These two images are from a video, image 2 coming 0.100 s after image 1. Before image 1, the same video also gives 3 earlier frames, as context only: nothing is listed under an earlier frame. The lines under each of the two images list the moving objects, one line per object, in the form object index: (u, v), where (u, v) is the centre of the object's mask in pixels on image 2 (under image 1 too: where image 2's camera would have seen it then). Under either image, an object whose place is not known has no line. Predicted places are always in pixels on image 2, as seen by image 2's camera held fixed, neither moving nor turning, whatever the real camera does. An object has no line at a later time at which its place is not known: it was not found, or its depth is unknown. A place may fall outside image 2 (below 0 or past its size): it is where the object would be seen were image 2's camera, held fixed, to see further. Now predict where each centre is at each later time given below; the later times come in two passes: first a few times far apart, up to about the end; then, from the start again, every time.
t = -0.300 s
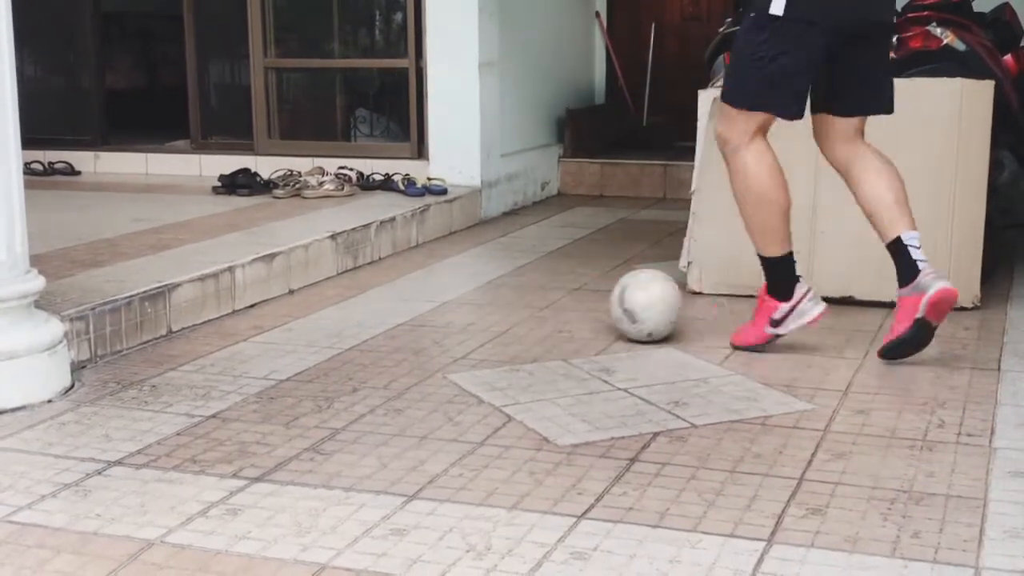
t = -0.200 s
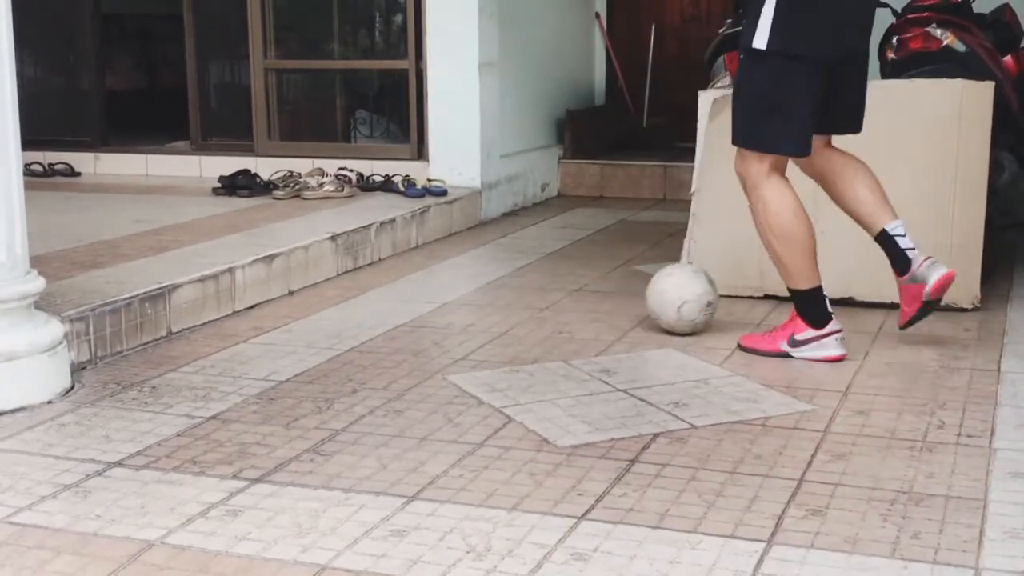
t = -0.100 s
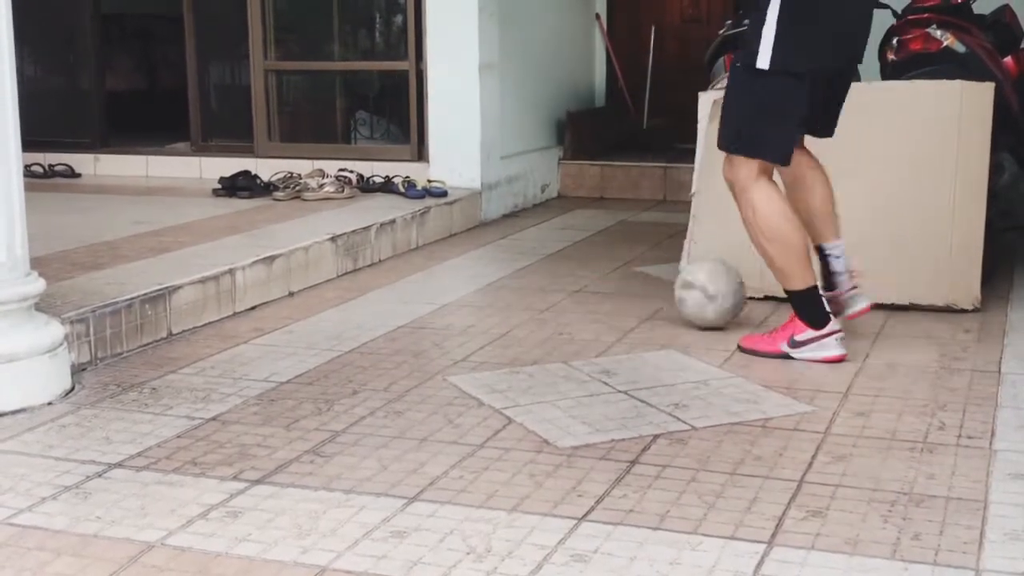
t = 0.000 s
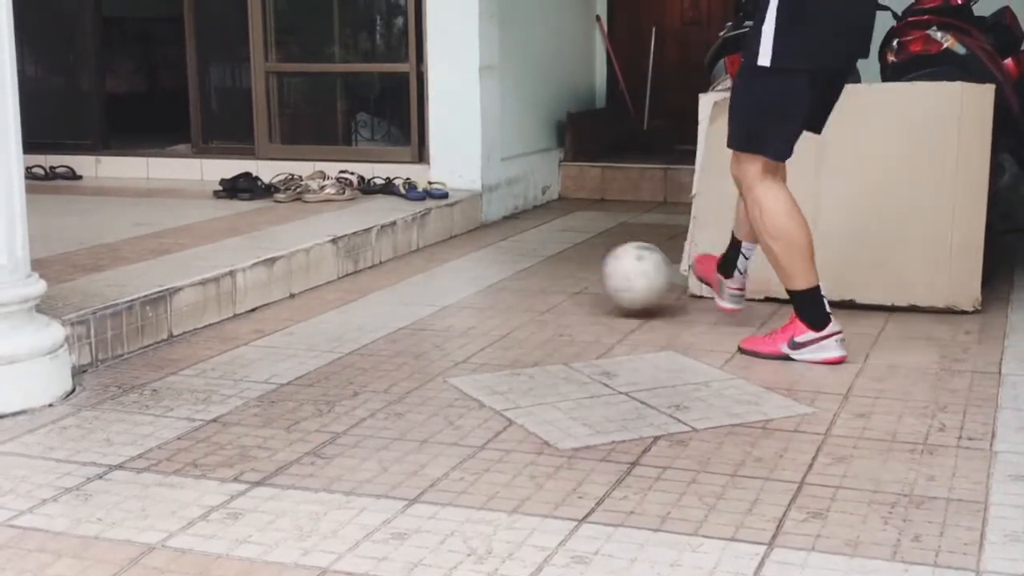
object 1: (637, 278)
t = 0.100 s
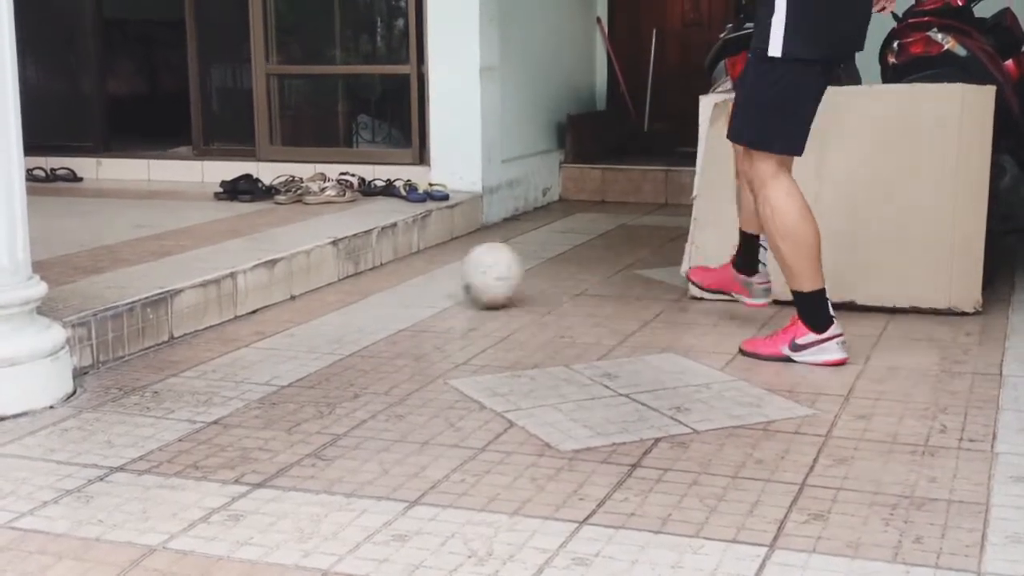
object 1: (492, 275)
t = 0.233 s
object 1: (334, 269)
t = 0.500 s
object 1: (485, 267)
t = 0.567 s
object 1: (514, 268)
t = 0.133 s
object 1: (451, 271)
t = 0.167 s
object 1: (411, 266)
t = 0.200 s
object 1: (372, 266)
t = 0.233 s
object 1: (334, 269)
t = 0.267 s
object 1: (344, 265)
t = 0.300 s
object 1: (367, 265)
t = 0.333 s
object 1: (390, 267)
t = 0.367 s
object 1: (411, 266)
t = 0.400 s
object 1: (432, 267)
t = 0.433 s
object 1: (451, 267)
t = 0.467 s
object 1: (468, 267)
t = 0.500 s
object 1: (485, 267)
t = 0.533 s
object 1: (500, 268)
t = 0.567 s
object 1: (514, 268)
